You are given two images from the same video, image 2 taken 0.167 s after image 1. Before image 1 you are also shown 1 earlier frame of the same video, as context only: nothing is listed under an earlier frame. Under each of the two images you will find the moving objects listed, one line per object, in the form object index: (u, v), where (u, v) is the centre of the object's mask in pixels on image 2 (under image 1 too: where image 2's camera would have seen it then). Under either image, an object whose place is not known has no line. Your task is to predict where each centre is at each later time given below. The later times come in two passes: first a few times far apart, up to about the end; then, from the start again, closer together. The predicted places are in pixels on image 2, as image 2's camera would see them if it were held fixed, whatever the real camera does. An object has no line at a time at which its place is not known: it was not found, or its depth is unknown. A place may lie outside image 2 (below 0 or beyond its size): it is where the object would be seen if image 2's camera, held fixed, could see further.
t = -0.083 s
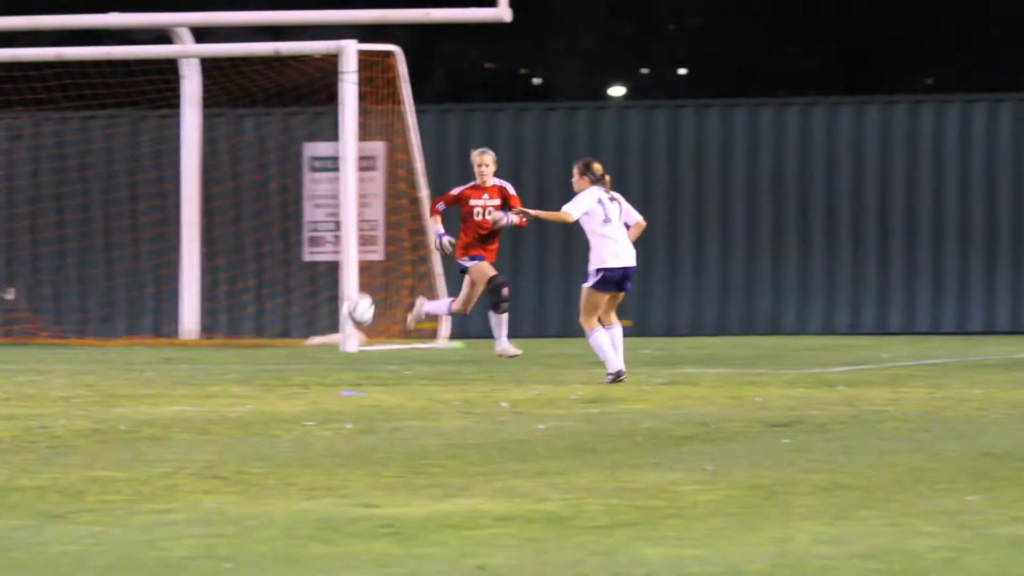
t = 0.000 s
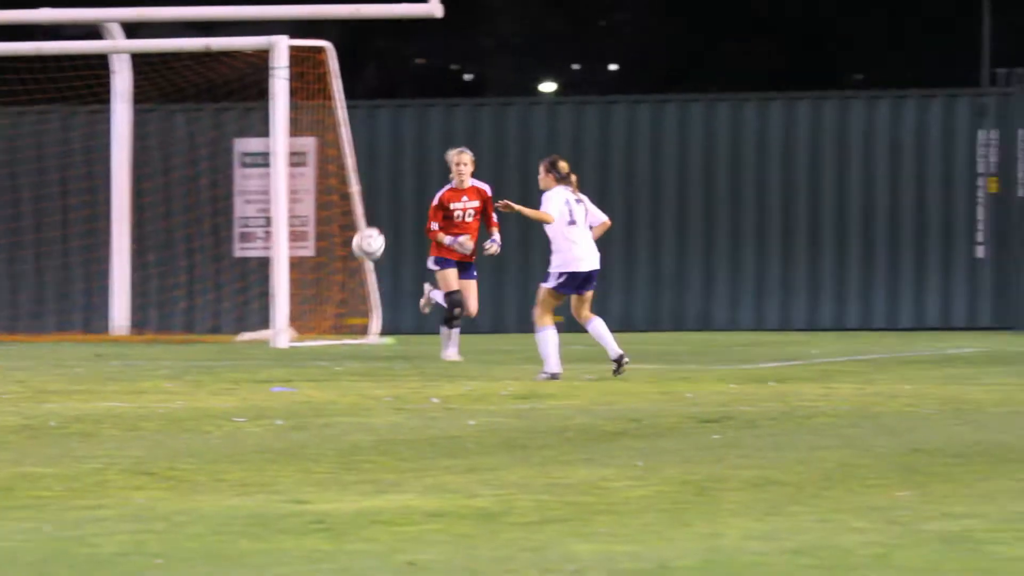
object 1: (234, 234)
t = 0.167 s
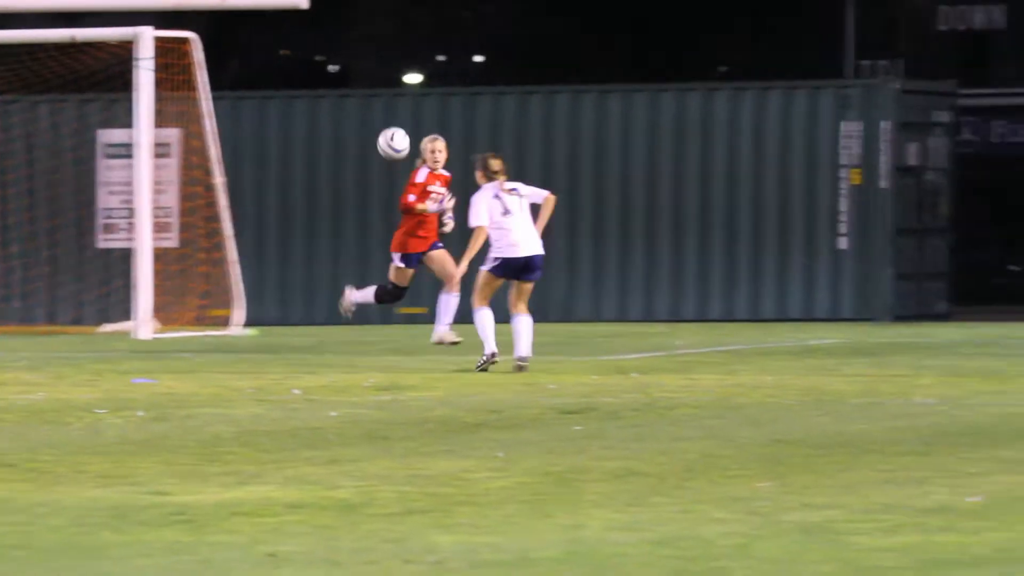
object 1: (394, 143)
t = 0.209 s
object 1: (432, 128)
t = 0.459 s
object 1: (665, 81)
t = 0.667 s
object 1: (861, 110)
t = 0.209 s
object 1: (432, 128)
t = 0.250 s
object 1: (471, 113)
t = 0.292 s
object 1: (509, 102)
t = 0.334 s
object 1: (546, 94)
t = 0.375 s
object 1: (586, 86)
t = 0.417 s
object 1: (626, 82)
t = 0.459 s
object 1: (665, 81)
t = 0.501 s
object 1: (704, 81)
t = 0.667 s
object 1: (861, 110)
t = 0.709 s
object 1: (899, 125)
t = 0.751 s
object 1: (939, 141)
